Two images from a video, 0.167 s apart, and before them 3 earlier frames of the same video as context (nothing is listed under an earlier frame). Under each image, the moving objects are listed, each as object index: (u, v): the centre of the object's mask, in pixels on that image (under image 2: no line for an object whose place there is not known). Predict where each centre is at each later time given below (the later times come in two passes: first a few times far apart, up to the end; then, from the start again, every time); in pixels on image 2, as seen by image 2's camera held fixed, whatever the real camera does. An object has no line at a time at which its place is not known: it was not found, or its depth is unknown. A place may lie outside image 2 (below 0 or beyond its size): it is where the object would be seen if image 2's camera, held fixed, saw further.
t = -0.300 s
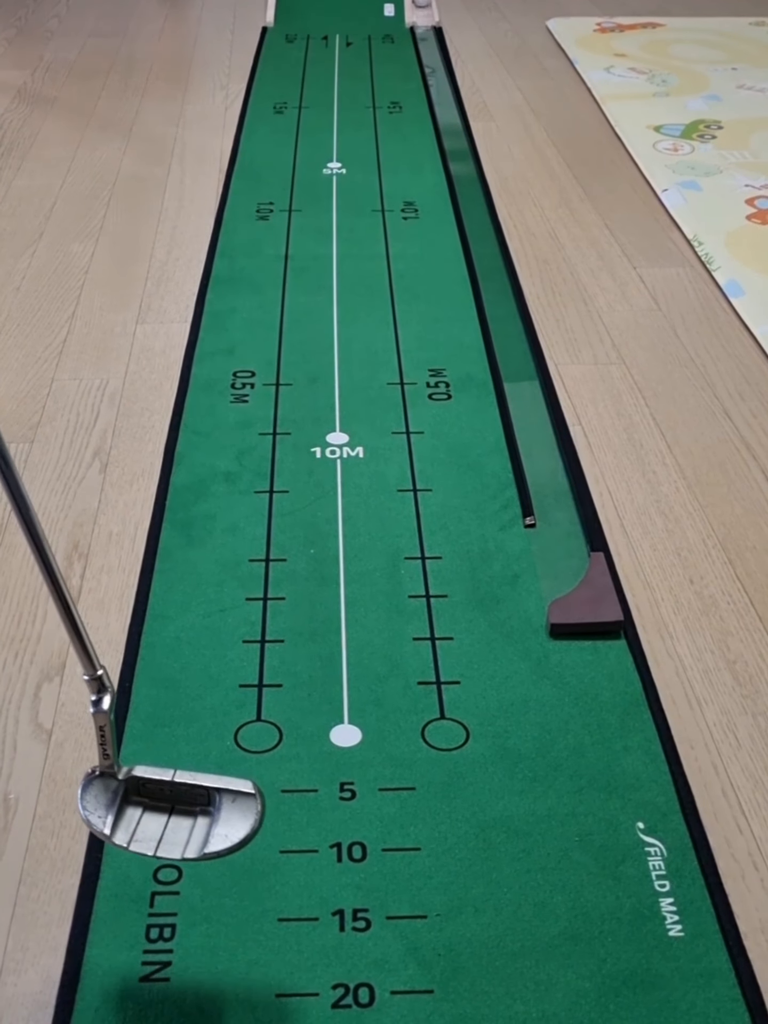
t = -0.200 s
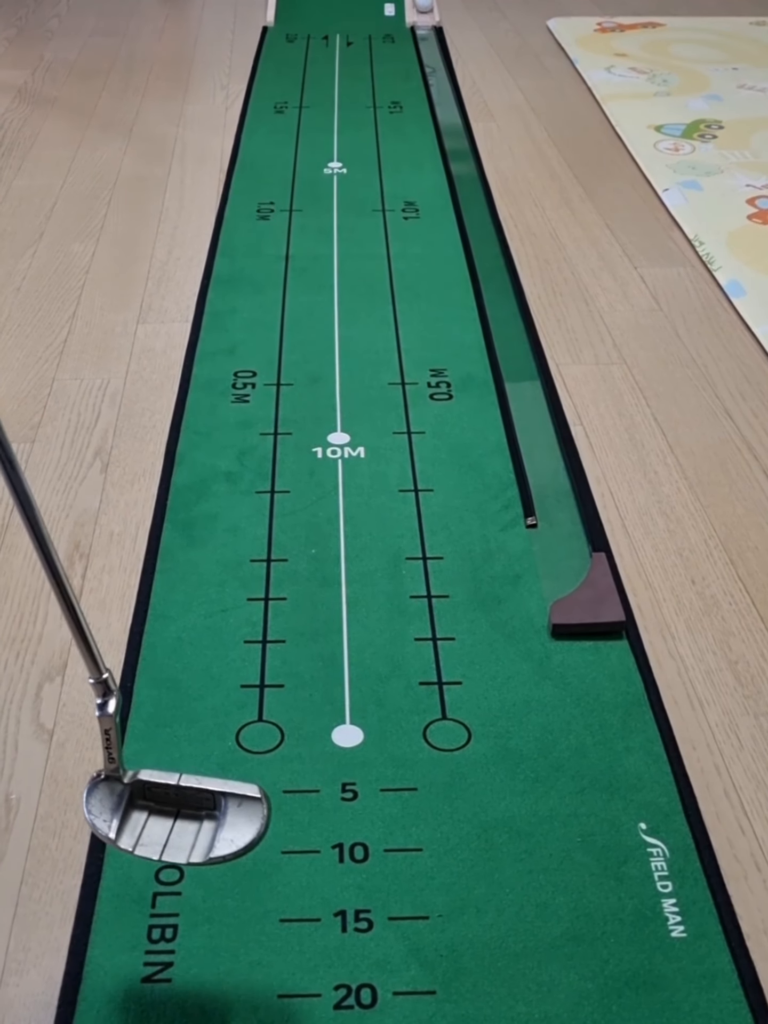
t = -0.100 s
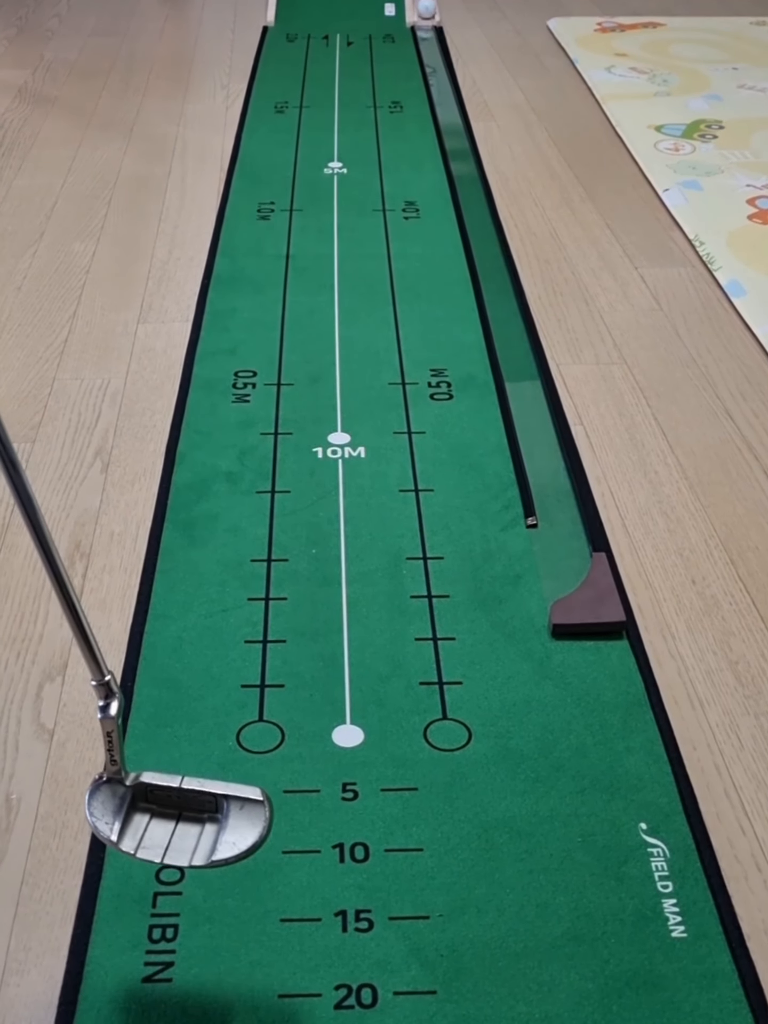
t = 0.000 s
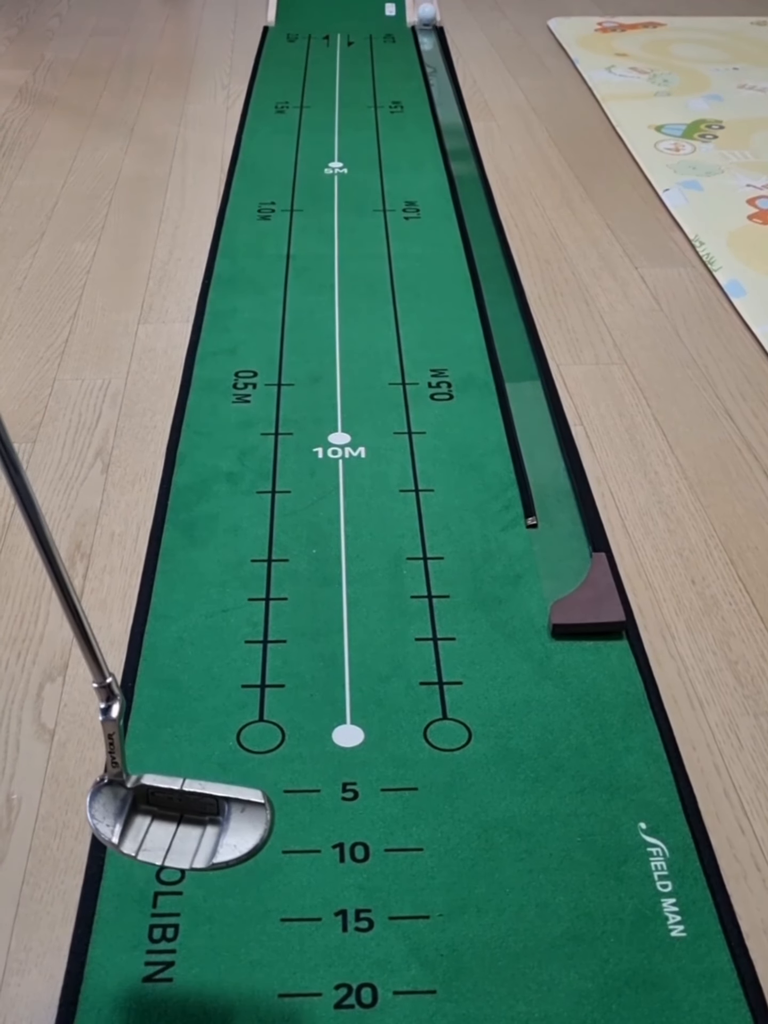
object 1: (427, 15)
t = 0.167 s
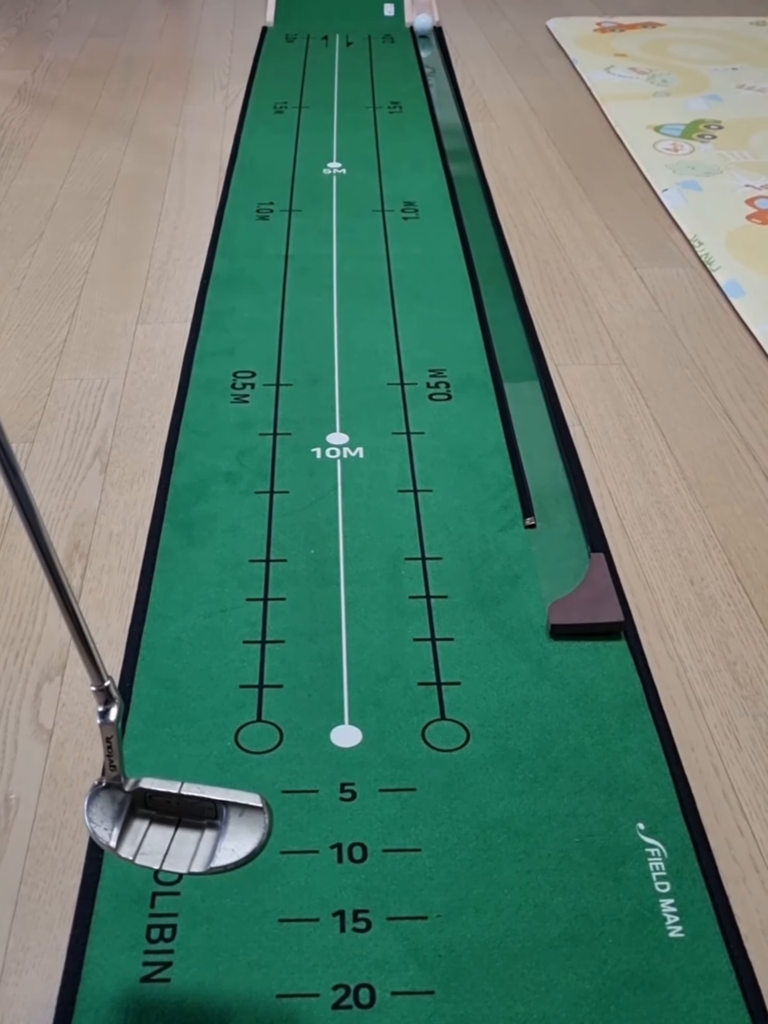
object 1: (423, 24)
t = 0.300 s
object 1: (425, 33)
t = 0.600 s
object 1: (435, 52)
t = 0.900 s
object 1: (436, 73)
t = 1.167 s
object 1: (444, 94)
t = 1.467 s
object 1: (448, 119)
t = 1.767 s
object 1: (457, 146)
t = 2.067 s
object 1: (464, 177)
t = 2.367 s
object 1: (473, 211)
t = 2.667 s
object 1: (483, 248)
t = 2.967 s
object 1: (493, 288)
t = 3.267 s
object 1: (505, 332)
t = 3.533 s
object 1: (518, 374)
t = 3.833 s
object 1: (530, 426)
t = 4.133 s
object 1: (546, 481)
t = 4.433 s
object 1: (556, 549)
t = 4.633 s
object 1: (518, 583)
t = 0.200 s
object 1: (423, 27)
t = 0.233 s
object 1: (422, 29)
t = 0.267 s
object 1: (423, 31)
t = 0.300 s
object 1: (425, 33)
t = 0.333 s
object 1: (426, 35)
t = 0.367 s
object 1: (427, 37)
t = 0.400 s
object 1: (429, 39)
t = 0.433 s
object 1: (430, 41)
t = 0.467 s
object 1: (431, 44)
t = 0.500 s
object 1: (432, 46)
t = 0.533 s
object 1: (433, 48)
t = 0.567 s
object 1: (434, 50)
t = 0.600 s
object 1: (435, 52)
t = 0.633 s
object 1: (435, 55)
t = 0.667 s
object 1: (436, 57)
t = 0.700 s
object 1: (437, 59)
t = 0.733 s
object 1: (437, 61)
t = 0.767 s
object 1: (437, 64)
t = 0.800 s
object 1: (437, 66)
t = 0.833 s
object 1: (437, 68)
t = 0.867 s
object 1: (436, 71)
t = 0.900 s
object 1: (436, 73)
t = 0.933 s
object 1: (436, 75)
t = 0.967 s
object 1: (436, 78)
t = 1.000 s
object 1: (437, 80)
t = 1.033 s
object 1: (439, 83)
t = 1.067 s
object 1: (440, 86)
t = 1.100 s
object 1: (442, 88)
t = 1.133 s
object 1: (443, 91)
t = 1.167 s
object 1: (444, 94)
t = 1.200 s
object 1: (445, 96)
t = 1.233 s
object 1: (446, 99)
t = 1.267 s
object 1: (446, 102)
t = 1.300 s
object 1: (447, 105)
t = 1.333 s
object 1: (447, 107)
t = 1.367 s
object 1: (447, 110)
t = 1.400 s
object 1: (448, 113)
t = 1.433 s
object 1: (448, 116)
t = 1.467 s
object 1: (448, 119)
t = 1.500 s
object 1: (448, 122)
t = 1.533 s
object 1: (449, 125)
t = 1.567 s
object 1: (450, 128)
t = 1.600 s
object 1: (452, 131)
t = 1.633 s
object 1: (453, 134)
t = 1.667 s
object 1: (454, 137)
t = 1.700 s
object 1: (455, 140)
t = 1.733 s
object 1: (456, 143)
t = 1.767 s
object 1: (457, 146)
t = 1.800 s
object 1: (458, 150)
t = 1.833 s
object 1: (459, 153)
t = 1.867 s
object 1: (459, 156)
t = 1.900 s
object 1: (460, 160)
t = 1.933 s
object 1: (460, 163)
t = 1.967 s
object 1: (461, 167)
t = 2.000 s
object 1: (461, 170)
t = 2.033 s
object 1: (463, 174)
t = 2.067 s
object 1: (464, 177)
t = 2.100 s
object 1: (465, 181)
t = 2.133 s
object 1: (466, 184)
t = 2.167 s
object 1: (466, 188)
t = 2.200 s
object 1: (467, 192)
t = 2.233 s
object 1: (469, 195)
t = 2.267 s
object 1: (470, 199)
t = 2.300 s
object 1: (471, 203)
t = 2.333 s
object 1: (472, 207)
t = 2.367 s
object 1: (473, 211)
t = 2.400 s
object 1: (474, 215)
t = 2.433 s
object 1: (475, 219)
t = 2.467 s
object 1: (476, 223)
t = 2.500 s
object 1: (477, 227)
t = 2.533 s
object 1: (478, 231)
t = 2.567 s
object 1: (480, 235)
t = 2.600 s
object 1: (481, 239)
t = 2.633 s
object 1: (482, 244)
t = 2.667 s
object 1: (483, 248)
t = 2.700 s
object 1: (484, 252)
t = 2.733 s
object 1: (485, 256)
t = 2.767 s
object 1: (486, 261)
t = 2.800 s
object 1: (487, 265)
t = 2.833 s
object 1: (489, 269)
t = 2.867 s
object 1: (490, 274)
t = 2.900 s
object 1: (491, 278)
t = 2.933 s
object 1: (492, 283)
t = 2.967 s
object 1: (493, 288)
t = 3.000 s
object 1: (495, 292)
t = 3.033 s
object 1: (496, 297)
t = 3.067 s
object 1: (497, 302)
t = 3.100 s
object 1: (499, 307)
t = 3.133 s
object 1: (500, 312)
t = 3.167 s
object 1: (501, 317)
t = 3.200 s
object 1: (502, 322)
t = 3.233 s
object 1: (504, 327)
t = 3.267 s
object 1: (505, 332)
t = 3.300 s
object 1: (506, 337)
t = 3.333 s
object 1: (508, 342)
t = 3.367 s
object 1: (509, 347)
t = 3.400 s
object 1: (512, 353)
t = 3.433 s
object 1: (513, 358)
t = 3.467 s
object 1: (515, 363)
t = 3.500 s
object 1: (516, 368)
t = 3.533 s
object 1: (518, 374)
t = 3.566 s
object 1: (519, 379)
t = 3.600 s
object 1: (520, 385)
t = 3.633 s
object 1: (521, 390)
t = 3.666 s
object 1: (523, 396)
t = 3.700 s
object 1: (524, 402)
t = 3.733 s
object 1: (526, 408)
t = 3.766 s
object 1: (528, 413)
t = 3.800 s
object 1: (529, 420)
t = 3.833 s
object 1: (530, 426)
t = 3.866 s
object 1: (532, 433)
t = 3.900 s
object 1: (533, 439)
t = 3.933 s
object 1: (535, 445)
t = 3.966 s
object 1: (536, 451)
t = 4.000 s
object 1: (538, 457)
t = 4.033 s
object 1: (540, 463)
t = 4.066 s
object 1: (542, 469)
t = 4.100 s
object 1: (544, 475)
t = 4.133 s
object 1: (546, 481)
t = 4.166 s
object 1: (548, 488)
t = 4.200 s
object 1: (550, 495)
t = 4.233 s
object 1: (552, 502)
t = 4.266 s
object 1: (553, 509)
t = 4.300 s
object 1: (554, 517)
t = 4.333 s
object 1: (555, 525)
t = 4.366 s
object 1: (556, 533)
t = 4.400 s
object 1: (556, 541)
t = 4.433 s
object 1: (556, 549)
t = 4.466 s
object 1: (555, 557)
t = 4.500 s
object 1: (553, 566)
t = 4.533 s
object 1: (550, 573)
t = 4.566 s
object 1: (543, 577)
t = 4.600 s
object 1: (531, 581)
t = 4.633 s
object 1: (518, 583)
